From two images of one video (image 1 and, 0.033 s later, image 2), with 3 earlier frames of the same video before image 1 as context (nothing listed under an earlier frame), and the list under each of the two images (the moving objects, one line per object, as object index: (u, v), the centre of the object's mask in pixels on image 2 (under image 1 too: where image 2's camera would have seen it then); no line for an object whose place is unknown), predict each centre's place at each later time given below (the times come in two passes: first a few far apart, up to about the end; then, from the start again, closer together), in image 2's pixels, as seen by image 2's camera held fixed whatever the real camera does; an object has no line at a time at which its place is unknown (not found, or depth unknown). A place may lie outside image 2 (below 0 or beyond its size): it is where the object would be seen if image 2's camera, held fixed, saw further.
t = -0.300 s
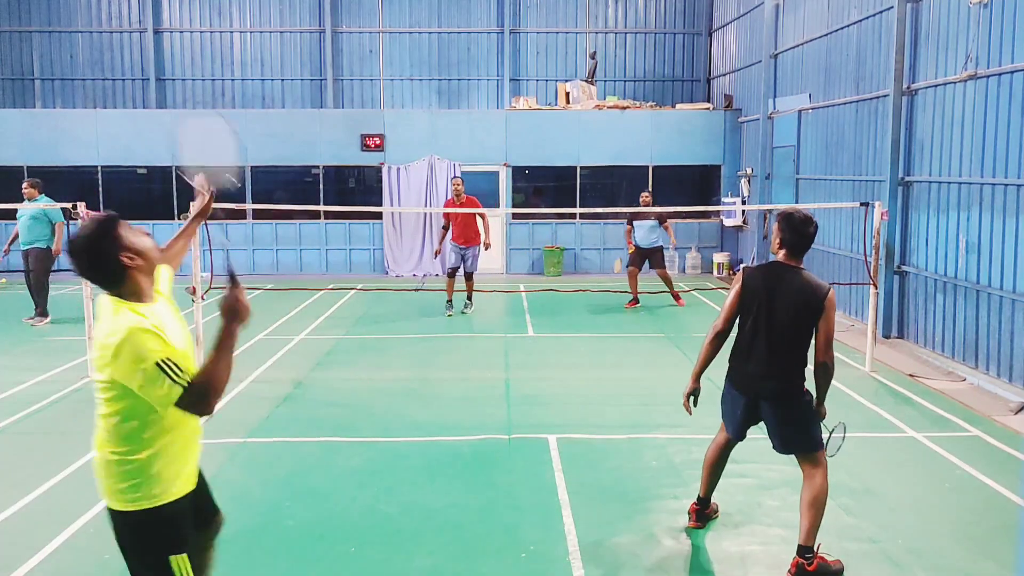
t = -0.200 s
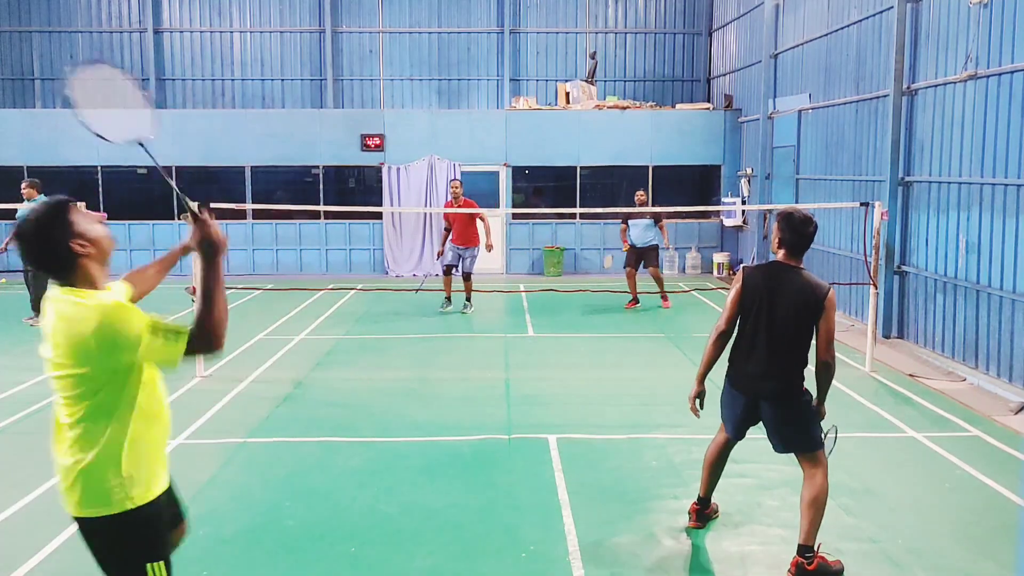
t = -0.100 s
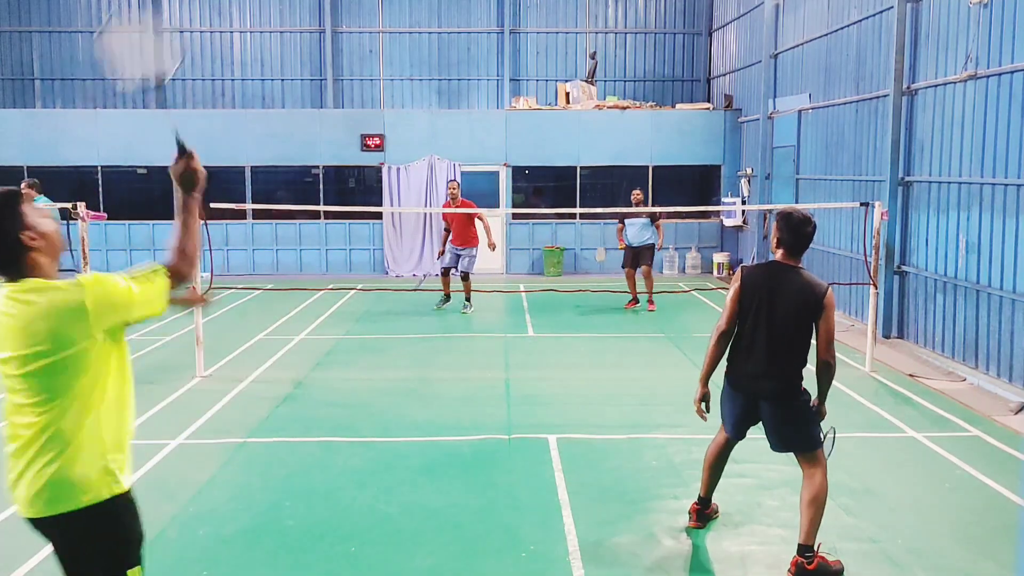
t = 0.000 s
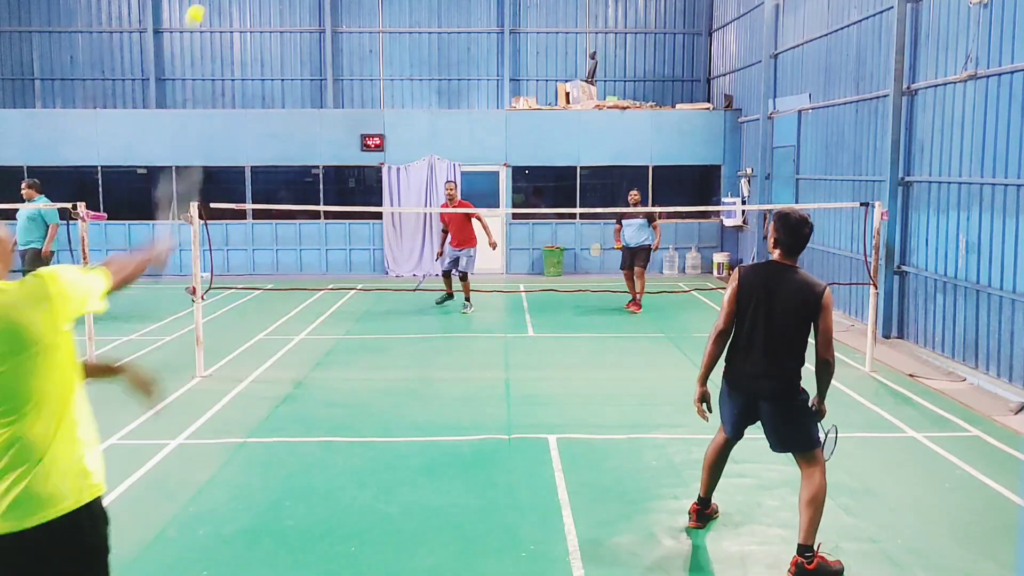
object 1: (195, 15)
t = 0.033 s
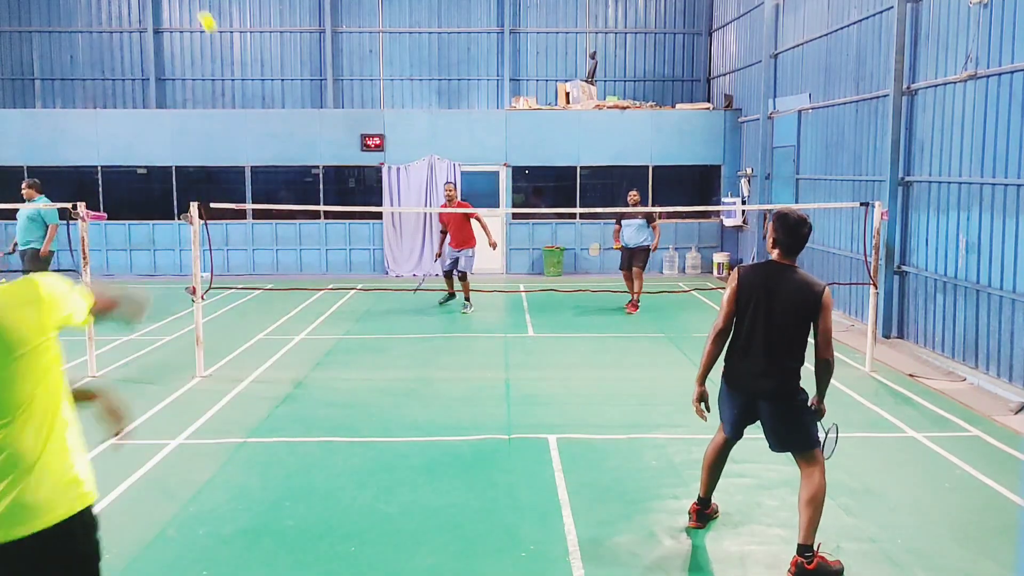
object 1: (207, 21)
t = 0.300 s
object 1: (242, 86)
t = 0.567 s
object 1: (257, 164)
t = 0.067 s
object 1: (216, 36)
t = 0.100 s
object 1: (219, 38)
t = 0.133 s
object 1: (225, 45)
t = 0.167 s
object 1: (230, 54)
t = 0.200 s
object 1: (233, 61)
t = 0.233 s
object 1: (236, 70)
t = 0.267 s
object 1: (239, 78)
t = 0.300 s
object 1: (242, 86)
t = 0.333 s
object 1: (244, 95)
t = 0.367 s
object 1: (246, 104)
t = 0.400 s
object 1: (248, 113)
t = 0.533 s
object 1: (256, 152)
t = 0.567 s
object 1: (257, 164)
